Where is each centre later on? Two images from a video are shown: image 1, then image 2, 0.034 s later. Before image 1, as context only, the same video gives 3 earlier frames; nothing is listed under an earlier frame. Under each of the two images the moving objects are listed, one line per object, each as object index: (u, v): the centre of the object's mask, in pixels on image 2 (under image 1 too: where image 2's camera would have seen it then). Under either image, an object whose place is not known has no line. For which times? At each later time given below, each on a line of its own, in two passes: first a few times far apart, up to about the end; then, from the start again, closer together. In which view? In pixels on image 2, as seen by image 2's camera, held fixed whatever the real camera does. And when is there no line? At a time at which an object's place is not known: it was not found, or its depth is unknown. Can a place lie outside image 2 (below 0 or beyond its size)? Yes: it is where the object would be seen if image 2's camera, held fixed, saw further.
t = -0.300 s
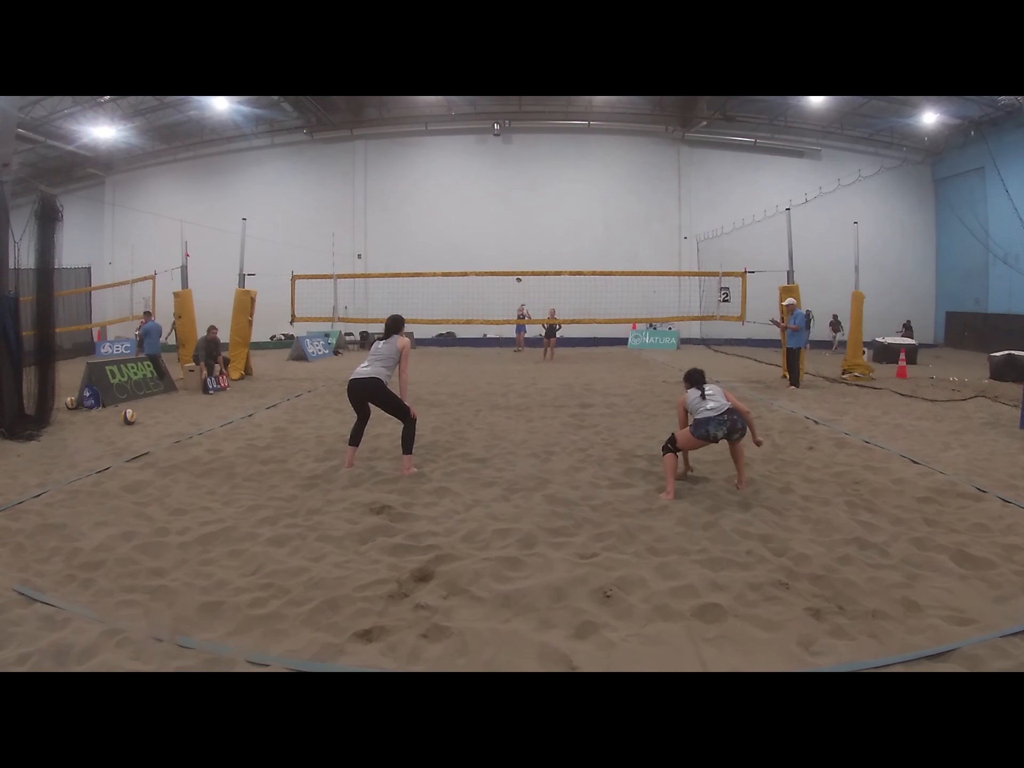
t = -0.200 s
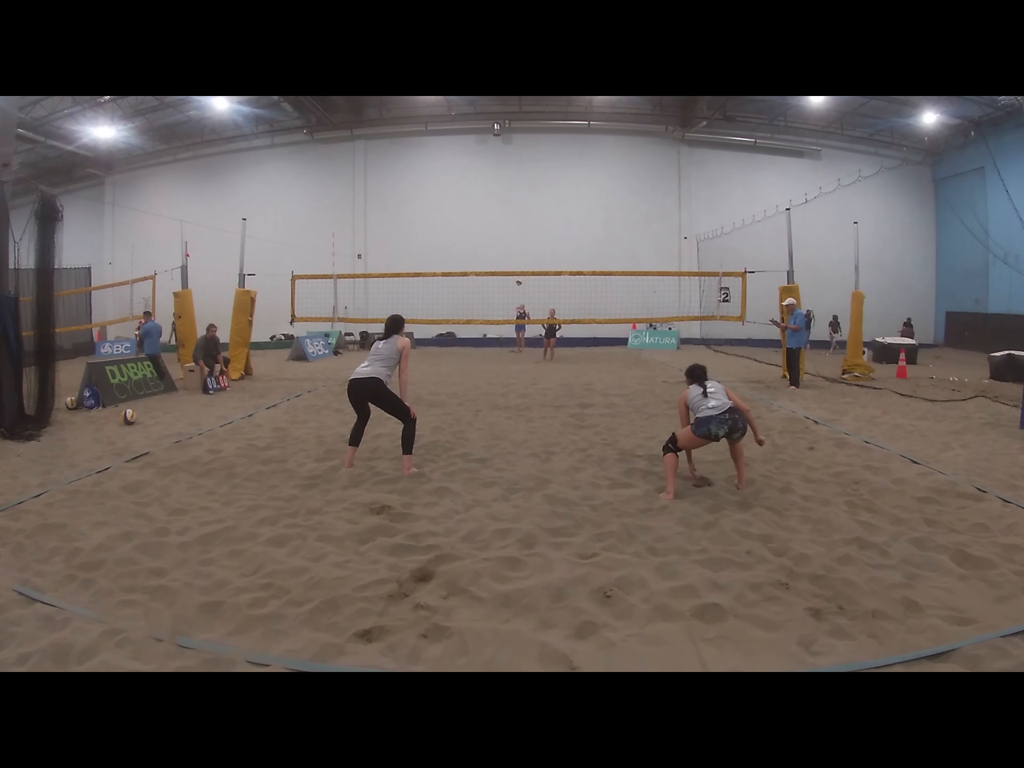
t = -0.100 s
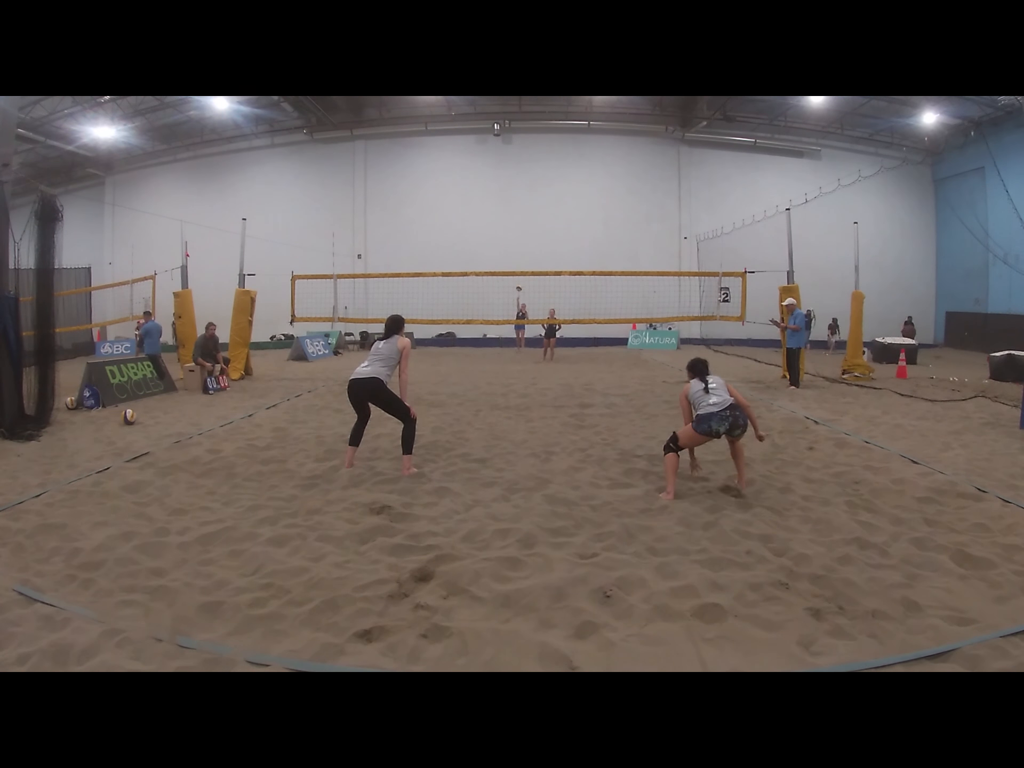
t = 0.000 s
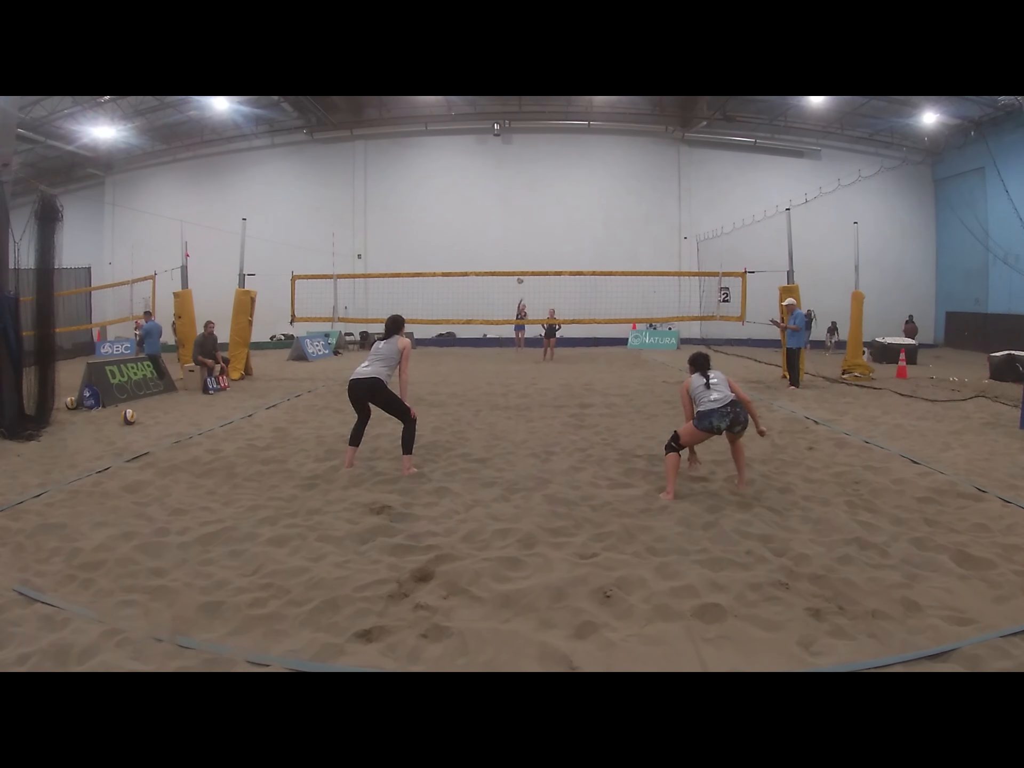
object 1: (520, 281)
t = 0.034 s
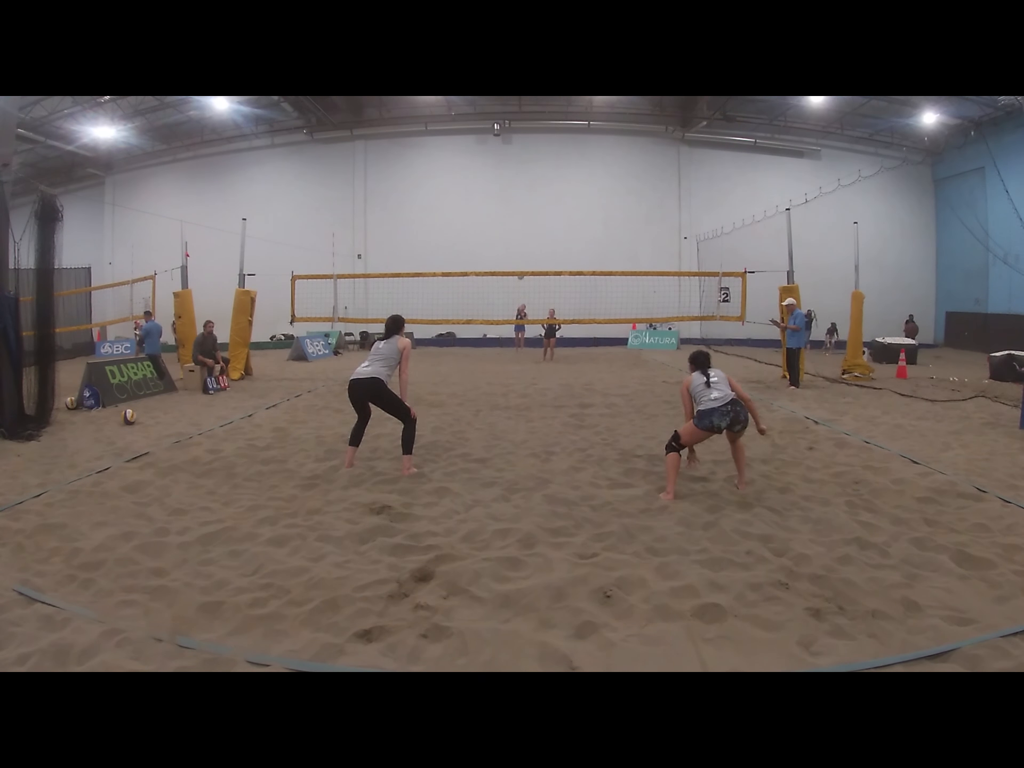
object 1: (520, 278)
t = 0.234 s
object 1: (526, 252)
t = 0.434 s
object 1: (537, 234)
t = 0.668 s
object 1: (555, 230)
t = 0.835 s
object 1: (574, 255)
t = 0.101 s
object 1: (522, 268)
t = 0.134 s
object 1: (522, 264)
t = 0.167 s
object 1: (523, 260)
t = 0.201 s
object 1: (525, 256)
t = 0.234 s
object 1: (526, 252)
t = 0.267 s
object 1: (527, 249)
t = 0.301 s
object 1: (529, 245)
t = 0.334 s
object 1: (531, 242)
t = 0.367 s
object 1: (532, 239)
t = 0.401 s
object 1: (535, 236)
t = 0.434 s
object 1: (537, 234)
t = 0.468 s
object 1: (539, 231)
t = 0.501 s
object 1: (542, 230)
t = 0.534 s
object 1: (544, 229)
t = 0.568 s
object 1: (547, 228)
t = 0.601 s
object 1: (549, 227)
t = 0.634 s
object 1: (552, 228)
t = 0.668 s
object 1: (555, 230)
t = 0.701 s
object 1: (558, 233)
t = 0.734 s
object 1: (561, 236)
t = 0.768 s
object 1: (565, 241)
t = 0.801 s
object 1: (569, 248)
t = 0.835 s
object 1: (574, 255)
